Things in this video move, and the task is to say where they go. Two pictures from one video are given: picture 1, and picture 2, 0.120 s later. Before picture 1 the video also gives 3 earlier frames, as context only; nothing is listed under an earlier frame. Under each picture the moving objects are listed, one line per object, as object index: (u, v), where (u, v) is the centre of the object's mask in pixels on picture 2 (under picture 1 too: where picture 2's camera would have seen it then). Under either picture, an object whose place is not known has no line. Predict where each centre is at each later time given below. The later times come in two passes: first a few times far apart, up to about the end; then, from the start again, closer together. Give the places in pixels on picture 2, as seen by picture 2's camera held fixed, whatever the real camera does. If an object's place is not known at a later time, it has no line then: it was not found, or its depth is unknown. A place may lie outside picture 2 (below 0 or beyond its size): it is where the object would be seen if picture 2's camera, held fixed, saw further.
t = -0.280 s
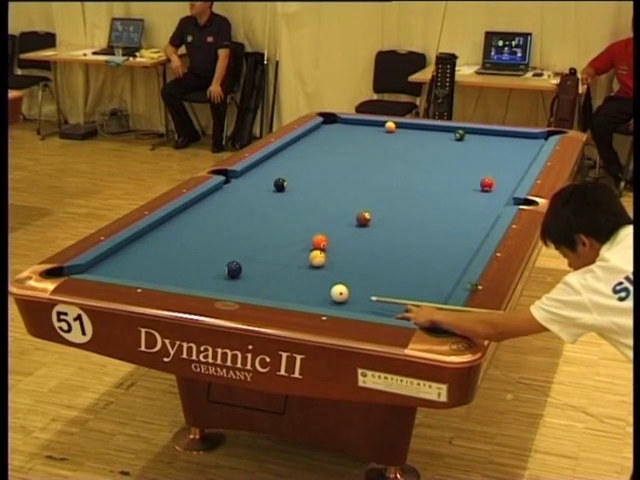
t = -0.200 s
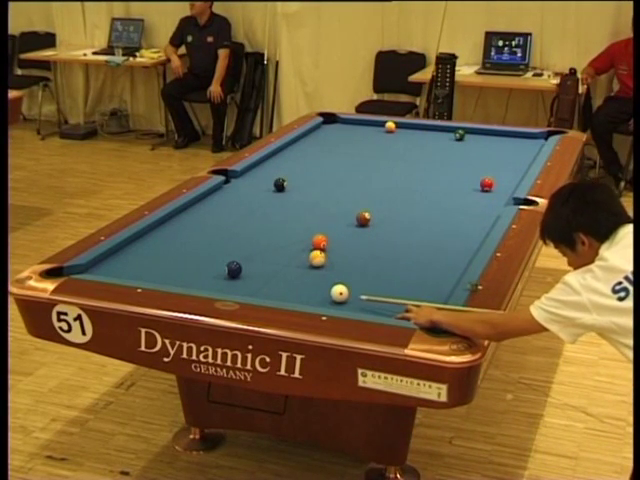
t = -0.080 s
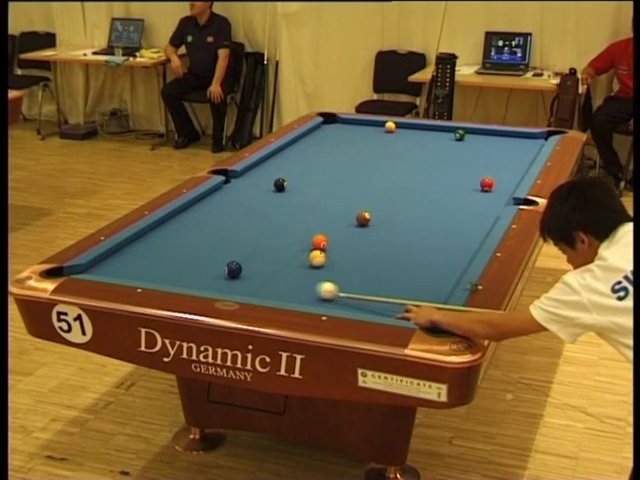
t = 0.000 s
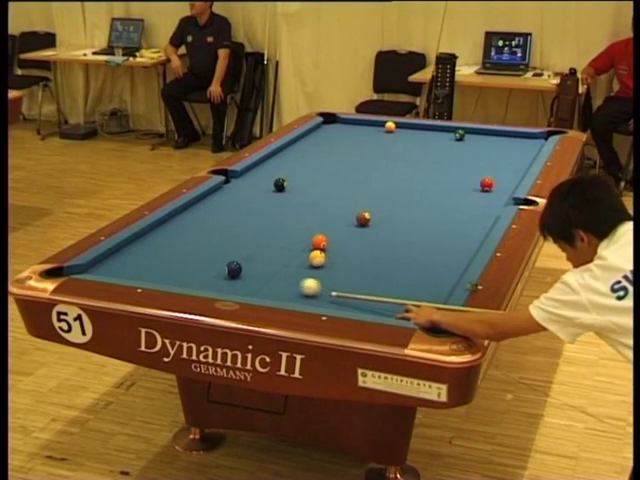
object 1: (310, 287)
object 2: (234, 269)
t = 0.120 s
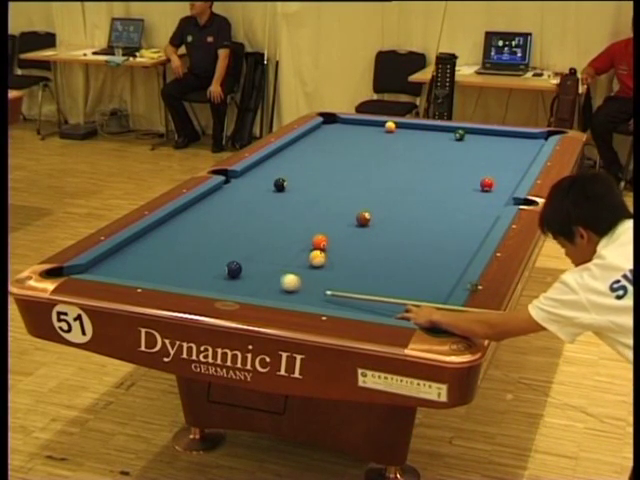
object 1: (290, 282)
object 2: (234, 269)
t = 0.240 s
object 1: (271, 278)
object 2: (234, 269)
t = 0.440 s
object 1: (244, 273)
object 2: (230, 268)
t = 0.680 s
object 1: (232, 274)
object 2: (215, 262)
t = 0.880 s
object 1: (223, 275)
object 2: (202, 258)
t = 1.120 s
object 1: (213, 275)
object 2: (189, 253)
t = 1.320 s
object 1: (206, 276)
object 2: (179, 249)
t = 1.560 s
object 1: (198, 276)
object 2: (168, 244)
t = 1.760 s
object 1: (193, 276)
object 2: (161, 241)
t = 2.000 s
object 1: (188, 277)
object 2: (152, 238)
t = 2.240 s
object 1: (185, 277)
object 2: (143, 234)
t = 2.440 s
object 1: (183, 277)
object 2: (150, 234)
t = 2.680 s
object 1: (182, 277)
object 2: (156, 234)
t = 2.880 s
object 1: (181, 277)
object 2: (160, 234)
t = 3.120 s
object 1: (181, 277)
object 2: (164, 234)
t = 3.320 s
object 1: (181, 277)
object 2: (167, 233)
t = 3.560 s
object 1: (181, 277)
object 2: (169, 234)
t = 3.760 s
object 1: (181, 277)
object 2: (169, 234)
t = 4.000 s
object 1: (181, 277)
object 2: (169, 234)
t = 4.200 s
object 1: (181, 277)
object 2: (169, 234)
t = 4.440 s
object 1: (181, 277)
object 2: (169, 234)
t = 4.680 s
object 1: (181, 277)
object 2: (169, 234)
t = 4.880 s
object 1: (181, 277)
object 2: (169, 234)
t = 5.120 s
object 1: (181, 277)
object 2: (169, 234)
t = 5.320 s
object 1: (181, 277)
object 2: (169, 234)
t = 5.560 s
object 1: (181, 277)
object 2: (169, 234)
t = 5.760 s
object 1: (181, 277)
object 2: (169, 234)
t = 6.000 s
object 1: (181, 277)
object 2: (169, 233)
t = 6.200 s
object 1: (181, 277)
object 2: (169, 234)
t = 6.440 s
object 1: (181, 277)
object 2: (169, 233)
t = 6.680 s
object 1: (181, 277)
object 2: (169, 234)
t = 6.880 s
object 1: (181, 277)
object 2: (169, 234)
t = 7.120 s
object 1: (181, 277)
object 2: (169, 234)
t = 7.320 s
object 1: (181, 277)
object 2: (169, 233)
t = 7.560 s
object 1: (181, 277)
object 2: (169, 234)
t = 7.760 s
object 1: (181, 277)
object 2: (169, 234)
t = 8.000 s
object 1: (181, 277)
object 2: (169, 234)
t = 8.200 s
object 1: (181, 277)
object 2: (169, 234)
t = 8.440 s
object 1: (181, 277)
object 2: (168, 234)
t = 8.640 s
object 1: (178, 276)
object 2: (168, 234)
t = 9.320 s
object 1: (182, 277)
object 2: (168, 234)
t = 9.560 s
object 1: (181, 277)
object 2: (169, 234)
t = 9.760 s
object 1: (181, 277)
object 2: (169, 234)
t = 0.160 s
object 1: (284, 281)
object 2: (234, 269)
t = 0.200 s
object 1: (277, 280)
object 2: (234, 269)
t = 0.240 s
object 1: (271, 278)
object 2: (234, 269)
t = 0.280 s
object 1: (265, 277)
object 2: (234, 269)
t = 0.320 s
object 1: (259, 276)
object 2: (233, 269)
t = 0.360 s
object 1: (253, 275)
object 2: (233, 269)
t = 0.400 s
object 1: (247, 273)
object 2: (232, 269)
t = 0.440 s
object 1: (244, 273)
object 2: (230, 268)
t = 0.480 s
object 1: (242, 273)
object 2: (227, 267)
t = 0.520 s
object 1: (240, 273)
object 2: (224, 266)
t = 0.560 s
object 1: (238, 273)
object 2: (222, 265)
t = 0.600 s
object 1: (236, 274)
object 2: (220, 264)
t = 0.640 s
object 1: (234, 274)
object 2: (217, 263)
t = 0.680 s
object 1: (232, 274)
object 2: (215, 262)
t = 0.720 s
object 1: (230, 274)
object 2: (212, 261)
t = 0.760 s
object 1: (228, 274)
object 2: (209, 260)
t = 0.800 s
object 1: (226, 274)
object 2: (207, 259)
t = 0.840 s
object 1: (224, 274)
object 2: (205, 258)
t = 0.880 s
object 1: (223, 275)
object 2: (202, 258)
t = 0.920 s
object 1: (221, 275)
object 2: (200, 257)
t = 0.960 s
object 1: (219, 275)
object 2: (197, 256)
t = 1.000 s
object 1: (218, 275)
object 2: (196, 255)
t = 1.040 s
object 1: (216, 275)
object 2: (194, 254)
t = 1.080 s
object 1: (214, 275)
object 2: (191, 254)
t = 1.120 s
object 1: (213, 275)
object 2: (189, 253)
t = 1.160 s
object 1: (211, 275)
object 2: (187, 252)
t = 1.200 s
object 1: (210, 275)
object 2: (185, 251)
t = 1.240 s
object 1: (208, 275)
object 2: (183, 251)
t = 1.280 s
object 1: (207, 276)
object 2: (181, 250)
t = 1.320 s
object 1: (206, 276)
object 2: (179, 249)
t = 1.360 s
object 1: (204, 276)
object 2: (177, 248)
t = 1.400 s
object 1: (203, 276)
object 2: (175, 247)
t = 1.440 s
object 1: (202, 276)
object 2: (174, 246)
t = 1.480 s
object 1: (201, 276)
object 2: (172, 246)
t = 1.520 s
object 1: (199, 276)
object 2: (170, 245)
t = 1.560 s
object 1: (198, 276)
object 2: (168, 244)
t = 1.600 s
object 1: (197, 276)
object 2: (166, 244)
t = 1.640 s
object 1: (196, 276)
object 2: (165, 243)
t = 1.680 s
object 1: (195, 276)
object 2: (164, 242)
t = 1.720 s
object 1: (194, 276)
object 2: (162, 242)
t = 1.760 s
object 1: (193, 276)
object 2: (161, 241)
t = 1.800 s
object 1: (192, 276)
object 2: (159, 241)
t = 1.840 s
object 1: (191, 276)
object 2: (157, 240)
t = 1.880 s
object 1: (190, 277)
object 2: (156, 240)
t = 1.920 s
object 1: (190, 277)
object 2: (155, 239)
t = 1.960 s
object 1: (189, 277)
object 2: (153, 239)
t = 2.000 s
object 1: (188, 277)
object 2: (152, 238)
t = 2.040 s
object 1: (187, 277)
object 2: (150, 237)
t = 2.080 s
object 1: (187, 277)
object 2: (149, 237)
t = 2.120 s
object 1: (186, 277)
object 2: (148, 236)
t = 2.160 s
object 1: (186, 277)
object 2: (146, 235)
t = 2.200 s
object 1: (185, 277)
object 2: (145, 235)
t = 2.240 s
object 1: (185, 277)
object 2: (143, 234)
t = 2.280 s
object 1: (184, 277)
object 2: (144, 234)
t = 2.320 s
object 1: (184, 277)
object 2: (146, 234)
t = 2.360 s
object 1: (183, 277)
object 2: (147, 234)
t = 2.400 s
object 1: (183, 277)
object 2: (148, 235)
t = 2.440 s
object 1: (183, 277)
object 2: (150, 234)
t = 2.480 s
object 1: (182, 277)
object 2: (151, 234)
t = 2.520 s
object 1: (182, 277)
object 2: (151, 234)
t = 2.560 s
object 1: (182, 277)
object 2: (153, 234)
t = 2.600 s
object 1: (182, 277)
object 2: (154, 234)
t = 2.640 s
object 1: (182, 277)
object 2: (155, 234)
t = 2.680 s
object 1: (182, 277)
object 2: (156, 234)
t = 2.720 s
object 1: (181, 277)
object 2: (156, 234)
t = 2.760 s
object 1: (181, 277)
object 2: (157, 234)
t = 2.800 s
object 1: (181, 277)
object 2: (158, 234)
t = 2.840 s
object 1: (181, 277)
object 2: (159, 234)
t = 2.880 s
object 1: (181, 277)
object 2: (160, 234)
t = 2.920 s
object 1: (181, 277)
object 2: (161, 234)
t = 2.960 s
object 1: (181, 277)
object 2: (162, 234)
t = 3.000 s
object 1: (181, 277)
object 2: (162, 234)
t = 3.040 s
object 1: (181, 277)
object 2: (163, 234)
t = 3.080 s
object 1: (181, 277)
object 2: (163, 234)
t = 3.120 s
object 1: (181, 277)
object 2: (164, 234)
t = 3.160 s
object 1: (181, 277)
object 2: (164, 234)
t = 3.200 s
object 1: (181, 277)
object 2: (165, 234)
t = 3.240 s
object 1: (181, 277)
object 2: (166, 234)
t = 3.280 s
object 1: (181, 277)
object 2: (166, 234)
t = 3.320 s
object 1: (181, 277)
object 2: (167, 233)
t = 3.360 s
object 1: (181, 277)
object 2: (167, 233)
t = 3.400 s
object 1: (181, 277)
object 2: (168, 234)
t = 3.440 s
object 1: (181, 277)
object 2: (168, 234)
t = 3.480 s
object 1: (181, 277)
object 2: (168, 234)
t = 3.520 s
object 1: (181, 277)
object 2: (169, 234)
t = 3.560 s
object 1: (181, 277)
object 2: (169, 234)
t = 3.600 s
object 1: (181, 277)
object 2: (169, 234)
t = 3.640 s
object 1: (181, 277)
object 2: (169, 234)
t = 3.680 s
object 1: (181, 277)
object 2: (169, 234)
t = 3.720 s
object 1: (181, 277)
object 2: (169, 234)
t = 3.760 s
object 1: (181, 277)
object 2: (169, 234)
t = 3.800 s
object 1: (181, 277)
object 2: (169, 234)
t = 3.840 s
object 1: (181, 277)
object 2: (169, 234)
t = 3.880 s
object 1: (181, 277)
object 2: (169, 234)
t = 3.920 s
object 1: (181, 277)
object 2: (169, 234)
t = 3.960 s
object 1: (181, 277)
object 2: (169, 234)
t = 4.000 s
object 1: (181, 277)
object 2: (169, 234)
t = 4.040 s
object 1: (181, 277)
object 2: (169, 234)
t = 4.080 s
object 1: (181, 277)
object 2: (169, 233)
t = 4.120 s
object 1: (181, 277)
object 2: (169, 233)
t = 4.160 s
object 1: (181, 277)
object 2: (169, 234)
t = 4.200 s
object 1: (181, 277)
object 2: (169, 234)
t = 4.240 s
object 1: (181, 277)
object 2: (169, 234)
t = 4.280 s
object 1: (181, 277)
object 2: (169, 234)
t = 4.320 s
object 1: (181, 277)
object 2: (169, 234)
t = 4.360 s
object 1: (181, 277)
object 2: (169, 234)
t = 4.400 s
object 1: (181, 277)
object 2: (169, 234)
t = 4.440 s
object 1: (181, 277)
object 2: (169, 234)
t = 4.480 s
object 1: (181, 277)
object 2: (169, 234)
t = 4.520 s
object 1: (181, 277)
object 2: (169, 234)
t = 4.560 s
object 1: (181, 277)
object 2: (169, 234)
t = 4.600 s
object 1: (181, 277)
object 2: (168, 234)
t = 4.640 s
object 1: (181, 277)
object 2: (168, 234)
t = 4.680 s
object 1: (181, 277)
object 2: (169, 234)
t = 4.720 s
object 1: (181, 277)
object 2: (169, 234)
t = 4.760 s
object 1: (181, 277)
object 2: (169, 234)
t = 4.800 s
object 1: (181, 277)
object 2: (169, 234)
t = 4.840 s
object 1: (181, 277)
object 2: (169, 234)
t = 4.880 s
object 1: (181, 277)
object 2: (169, 234)
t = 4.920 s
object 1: (181, 277)
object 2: (169, 234)
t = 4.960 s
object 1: (181, 277)
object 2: (169, 234)
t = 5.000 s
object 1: (181, 277)
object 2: (169, 234)
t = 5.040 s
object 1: (181, 277)
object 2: (169, 234)
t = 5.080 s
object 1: (181, 277)
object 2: (169, 234)
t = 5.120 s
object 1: (181, 277)
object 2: (169, 234)
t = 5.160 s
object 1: (181, 277)
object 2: (169, 234)
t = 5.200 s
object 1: (181, 277)
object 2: (169, 234)
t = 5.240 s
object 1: (181, 277)
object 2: (169, 234)
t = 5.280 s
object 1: (181, 277)
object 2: (169, 234)
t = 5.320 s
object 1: (181, 277)
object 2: (169, 234)
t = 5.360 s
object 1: (181, 277)
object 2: (169, 234)
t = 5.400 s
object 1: (181, 277)
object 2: (169, 234)
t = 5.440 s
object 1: (181, 277)
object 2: (169, 234)
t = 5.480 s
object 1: (181, 277)
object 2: (169, 234)
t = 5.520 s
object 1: (181, 277)
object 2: (169, 234)
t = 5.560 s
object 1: (181, 277)
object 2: (169, 234)
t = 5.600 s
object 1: (181, 277)
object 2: (169, 234)
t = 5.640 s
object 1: (181, 277)
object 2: (169, 234)
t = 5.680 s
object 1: (181, 277)
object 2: (169, 234)
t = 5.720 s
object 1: (181, 277)
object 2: (169, 234)
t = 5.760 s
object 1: (181, 277)
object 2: (169, 234)
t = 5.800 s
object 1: (181, 277)
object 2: (169, 234)
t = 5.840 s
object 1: (181, 277)
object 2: (169, 234)
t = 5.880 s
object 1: (181, 277)
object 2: (169, 233)
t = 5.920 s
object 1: (181, 277)
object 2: (169, 233)
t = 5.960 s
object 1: (181, 277)
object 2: (169, 234)
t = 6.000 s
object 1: (181, 277)
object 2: (169, 233)
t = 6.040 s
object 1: (181, 277)
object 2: (169, 233)
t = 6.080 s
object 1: (181, 277)
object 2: (169, 233)
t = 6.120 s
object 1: (181, 277)
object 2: (169, 234)
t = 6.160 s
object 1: (181, 277)
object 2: (169, 234)
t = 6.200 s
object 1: (181, 277)
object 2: (169, 234)
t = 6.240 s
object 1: (181, 277)
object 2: (169, 233)
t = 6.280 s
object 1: (181, 277)
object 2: (169, 234)
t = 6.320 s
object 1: (181, 277)
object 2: (169, 234)
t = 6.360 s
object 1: (181, 277)
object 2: (169, 233)
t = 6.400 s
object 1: (181, 277)
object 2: (169, 233)
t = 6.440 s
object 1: (181, 277)
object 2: (169, 233)
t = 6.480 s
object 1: (181, 277)
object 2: (169, 234)
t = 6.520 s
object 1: (181, 277)
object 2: (169, 233)
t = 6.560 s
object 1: (181, 277)
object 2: (169, 233)
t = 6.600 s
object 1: (181, 277)
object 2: (169, 233)
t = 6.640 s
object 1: (181, 277)
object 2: (169, 234)
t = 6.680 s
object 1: (181, 277)
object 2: (169, 234)
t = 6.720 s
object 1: (181, 277)
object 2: (169, 234)
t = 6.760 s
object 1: (181, 277)
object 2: (169, 234)
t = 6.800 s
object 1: (181, 277)
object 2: (169, 234)
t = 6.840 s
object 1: (181, 277)
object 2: (169, 234)
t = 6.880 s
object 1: (181, 277)
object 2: (169, 234)
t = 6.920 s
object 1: (181, 277)
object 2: (169, 234)
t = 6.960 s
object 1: (181, 277)
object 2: (169, 234)
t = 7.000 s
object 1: (181, 277)
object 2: (169, 234)
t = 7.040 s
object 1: (181, 277)
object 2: (169, 234)
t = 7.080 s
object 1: (181, 277)
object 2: (169, 234)
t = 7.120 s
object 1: (181, 277)
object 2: (169, 234)
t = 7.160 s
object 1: (181, 277)
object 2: (169, 234)
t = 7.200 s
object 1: (181, 277)
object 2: (169, 234)
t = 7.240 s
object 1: (181, 277)
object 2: (169, 234)
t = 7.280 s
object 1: (181, 277)
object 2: (169, 234)
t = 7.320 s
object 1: (181, 277)
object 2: (169, 233)
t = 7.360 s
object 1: (181, 277)
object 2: (169, 233)
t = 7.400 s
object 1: (181, 277)
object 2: (169, 234)
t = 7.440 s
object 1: (181, 277)
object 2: (169, 234)
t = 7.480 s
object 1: (181, 277)
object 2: (169, 234)
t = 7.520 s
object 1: (181, 277)
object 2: (169, 234)
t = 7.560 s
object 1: (181, 277)
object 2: (169, 234)
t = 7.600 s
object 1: (181, 277)
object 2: (168, 234)
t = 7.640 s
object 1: (181, 277)
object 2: (169, 234)
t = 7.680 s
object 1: (181, 277)
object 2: (169, 234)
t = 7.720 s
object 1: (181, 277)
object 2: (169, 234)
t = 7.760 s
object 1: (181, 277)
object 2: (169, 234)
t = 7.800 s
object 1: (181, 277)
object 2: (169, 234)
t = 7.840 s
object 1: (181, 277)
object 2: (169, 234)
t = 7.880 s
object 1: (181, 277)
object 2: (169, 234)
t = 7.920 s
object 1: (181, 277)
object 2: (169, 234)
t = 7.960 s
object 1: (181, 277)
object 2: (169, 234)
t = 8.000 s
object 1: (181, 277)
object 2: (169, 234)
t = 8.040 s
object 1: (181, 277)
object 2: (168, 234)
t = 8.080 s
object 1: (181, 277)
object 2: (169, 234)
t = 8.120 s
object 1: (181, 277)
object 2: (169, 234)
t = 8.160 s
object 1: (181, 277)
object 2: (169, 234)
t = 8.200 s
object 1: (181, 277)
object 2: (169, 234)
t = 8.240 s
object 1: (181, 277)
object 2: (168, 234)
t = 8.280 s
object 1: (181, 277)
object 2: (169, 234)
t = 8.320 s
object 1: (181, 277)
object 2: (168, 234)
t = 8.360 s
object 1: (181, 277)
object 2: (168, 234)
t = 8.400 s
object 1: (181, 277)
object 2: (168, 234)
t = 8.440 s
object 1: (181, 277)
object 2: (168, 234)
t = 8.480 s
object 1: (181, 277)
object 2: (168, 233)
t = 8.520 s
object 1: (181, 277)
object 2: (169, 234)
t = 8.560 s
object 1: (181, 277)
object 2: (169, 234)
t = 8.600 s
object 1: (181, 277)
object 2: (169, 234)
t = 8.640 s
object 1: (178, 276)
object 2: (168, 234)
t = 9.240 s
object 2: (171, 233)
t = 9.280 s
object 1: (182, 277)
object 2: (168, 234)
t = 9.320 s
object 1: (182, 277)
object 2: (168, 234)
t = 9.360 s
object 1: (181, 277)
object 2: (168, 234)
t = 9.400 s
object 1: (181, 277)
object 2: (169, 234)
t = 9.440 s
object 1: (181, 277)
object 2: (169, 234)
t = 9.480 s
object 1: (181, 277)
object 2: (169, 234)
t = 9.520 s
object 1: (181, 277)
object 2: (169, 234)
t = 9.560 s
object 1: (181, 277)
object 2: (169, 234)
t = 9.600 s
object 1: (181, 277)
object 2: (169, 234)
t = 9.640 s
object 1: (181, 277)
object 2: (169, 234)
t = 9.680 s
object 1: (181, 277)
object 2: (169, 234)
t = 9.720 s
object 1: (181, 277)
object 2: (169, 234)
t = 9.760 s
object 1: (181, 277)
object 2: (169, 234)
